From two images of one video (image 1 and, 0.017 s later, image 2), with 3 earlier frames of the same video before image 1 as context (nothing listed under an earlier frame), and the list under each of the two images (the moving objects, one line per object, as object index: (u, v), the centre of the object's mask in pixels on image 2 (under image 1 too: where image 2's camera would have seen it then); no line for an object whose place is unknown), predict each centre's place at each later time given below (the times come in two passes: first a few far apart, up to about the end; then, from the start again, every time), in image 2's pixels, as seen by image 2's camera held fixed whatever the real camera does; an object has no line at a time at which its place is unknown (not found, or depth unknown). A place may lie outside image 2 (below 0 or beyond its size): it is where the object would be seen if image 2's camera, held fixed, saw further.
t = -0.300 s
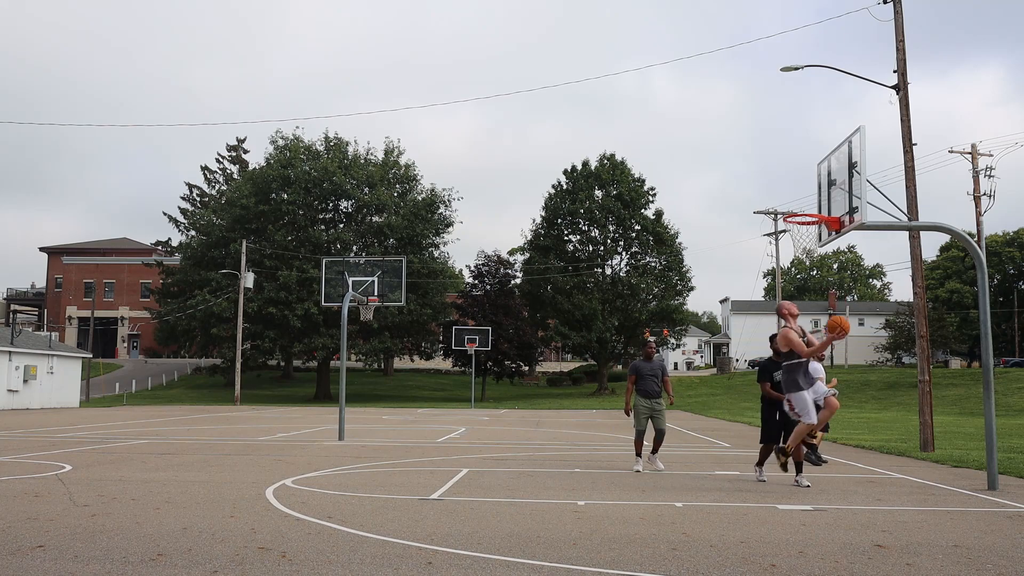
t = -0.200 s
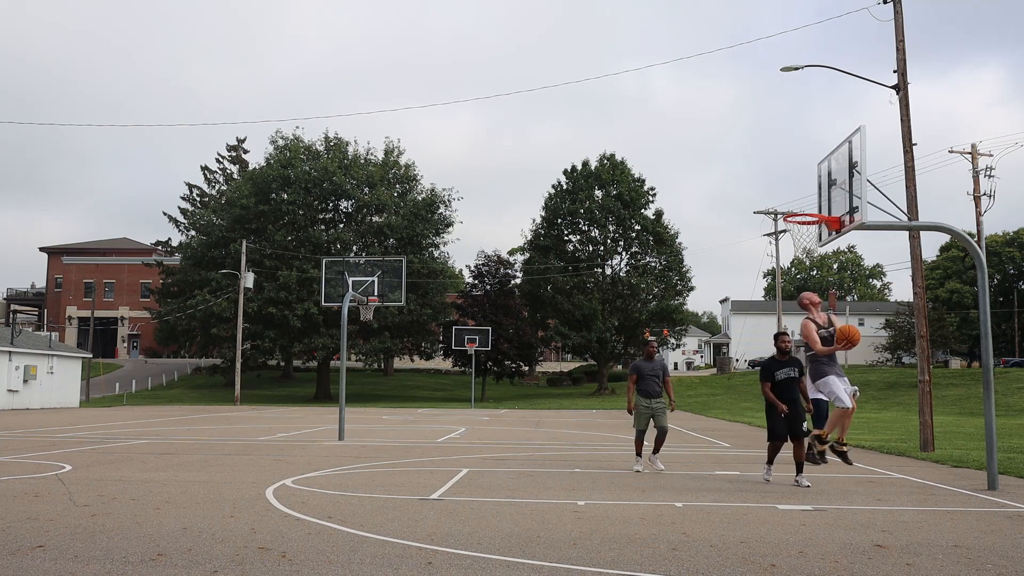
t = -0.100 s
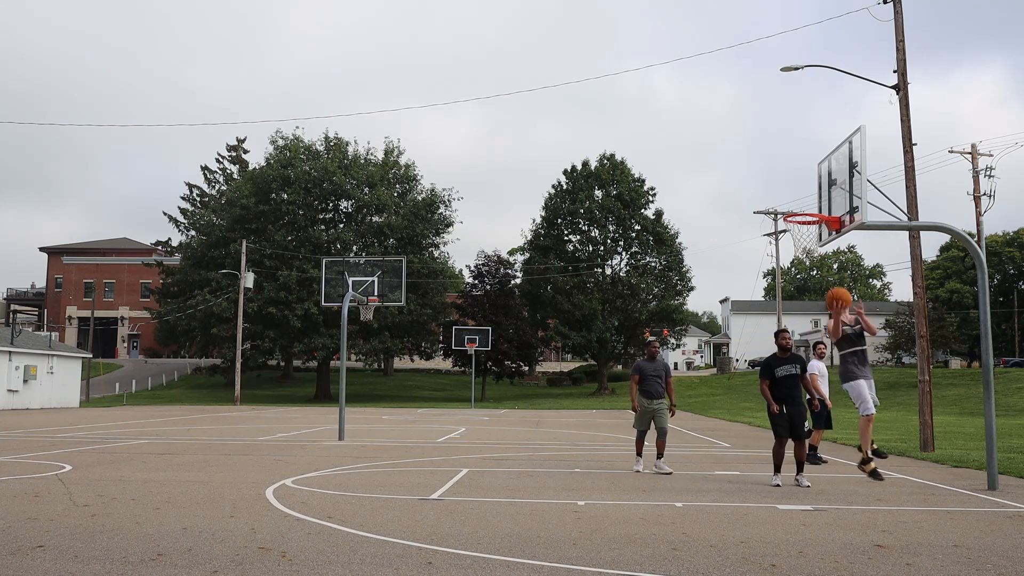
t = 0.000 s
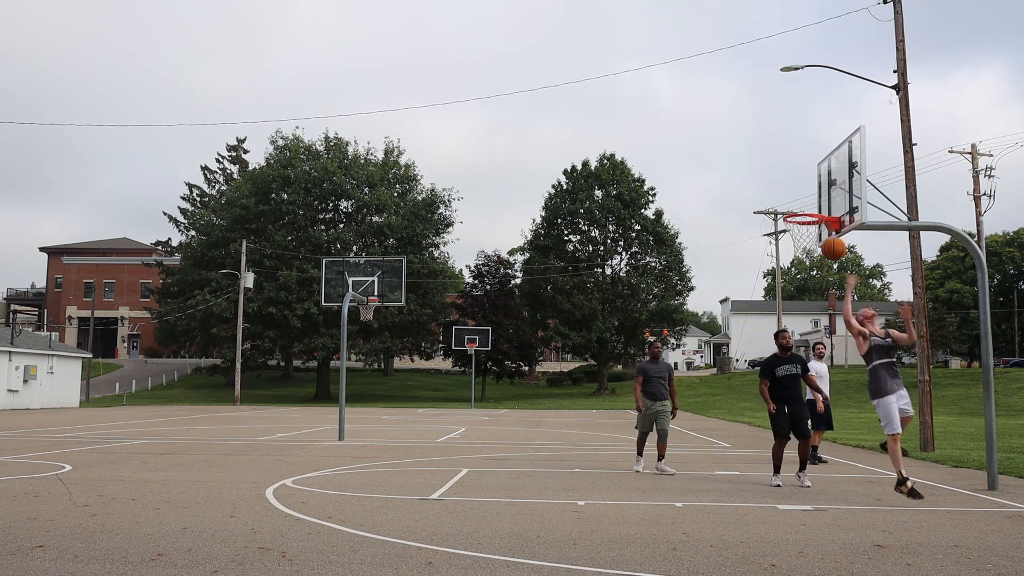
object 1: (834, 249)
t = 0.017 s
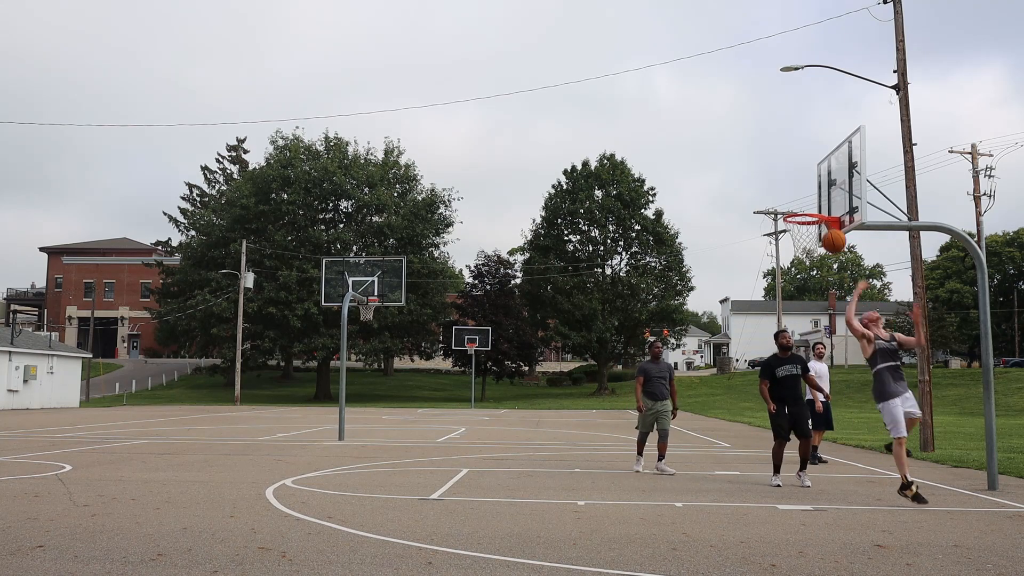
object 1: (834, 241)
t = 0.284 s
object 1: (839, 166)
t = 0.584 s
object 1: (827, 176)
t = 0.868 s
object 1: (799, 217)
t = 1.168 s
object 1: (813, 206)
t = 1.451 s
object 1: (804, 219)
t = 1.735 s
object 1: (791, 245)
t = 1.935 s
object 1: (799, 280)
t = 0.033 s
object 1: (834, 234)
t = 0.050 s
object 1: (834, 227)
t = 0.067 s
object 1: (835, 221)
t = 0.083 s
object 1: (835, 215)
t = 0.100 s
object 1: (835, 209)
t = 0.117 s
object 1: (836, 204)
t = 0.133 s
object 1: (836, 199)
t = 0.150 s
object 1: (836, 194)
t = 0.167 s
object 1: (837, 190)
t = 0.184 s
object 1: (837, 185)
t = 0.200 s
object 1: (838, 181)
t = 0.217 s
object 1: (838, 178)
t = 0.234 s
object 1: (838, 174)
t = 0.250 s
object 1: (839, 171)
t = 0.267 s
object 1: (839, 169)
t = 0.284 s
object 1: (839, 166)
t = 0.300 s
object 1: (840, 164)
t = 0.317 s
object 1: (840, 161)
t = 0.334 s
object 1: (840, 160)
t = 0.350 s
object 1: (841, 158)
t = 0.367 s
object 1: (841, 157)
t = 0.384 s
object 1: (841, 156)
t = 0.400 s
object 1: (842, 155)
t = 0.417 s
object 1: (842, 154)
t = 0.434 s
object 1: (841, 155)
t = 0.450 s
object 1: (840, 157)
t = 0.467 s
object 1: (838, 158)
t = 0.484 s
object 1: (837, 160)
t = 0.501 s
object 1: (835, 162)
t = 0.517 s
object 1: (833, 165)
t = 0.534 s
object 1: (832, 167)
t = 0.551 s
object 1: (830, 170)
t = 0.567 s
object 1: (829, 173)
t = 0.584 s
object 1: (827, 176)
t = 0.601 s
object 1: (826, 180)
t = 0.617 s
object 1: (824, 184)
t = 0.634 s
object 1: (823, 187)
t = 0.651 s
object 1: (821, 192)
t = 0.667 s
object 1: (819, 196)
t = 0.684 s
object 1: (818, 200)
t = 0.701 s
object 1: (817, 205)
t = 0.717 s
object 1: (816, 206)
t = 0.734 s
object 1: (814, 207)
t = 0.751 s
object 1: (812, 207)
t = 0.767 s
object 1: (810, 207)
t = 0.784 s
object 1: (808, 208)
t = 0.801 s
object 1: (806, 208)
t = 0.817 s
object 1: (805, 211)
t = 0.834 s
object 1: (804, 215)
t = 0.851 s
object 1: (801, 217)
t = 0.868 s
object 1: (799, 217)
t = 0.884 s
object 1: (798, 214)
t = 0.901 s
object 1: (798, 214)
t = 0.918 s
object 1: (797, 213)
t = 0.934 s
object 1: (796, 212)
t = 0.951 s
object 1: (795, 211)
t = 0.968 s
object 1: (795, 211)
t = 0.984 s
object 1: (797, 210)
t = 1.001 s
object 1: (798, 207)
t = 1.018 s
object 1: (800, 207)
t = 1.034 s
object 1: (802, 206)
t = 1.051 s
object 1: (804, 206)
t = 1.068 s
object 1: (806, 206)
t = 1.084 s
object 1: (808, 206)
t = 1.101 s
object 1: (810, 206)
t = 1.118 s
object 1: (811, 206)
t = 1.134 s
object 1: (812, 206)
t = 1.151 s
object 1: (812, 206)
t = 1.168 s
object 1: (813, 206)
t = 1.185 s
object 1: (813, 206)
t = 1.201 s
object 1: (814, 206)
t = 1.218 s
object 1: (814, 206)
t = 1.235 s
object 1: (815, 206)
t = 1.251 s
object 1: (815, 207)
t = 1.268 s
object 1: (816, 207)
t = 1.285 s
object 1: (817, 208)
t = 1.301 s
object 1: (817, 208)
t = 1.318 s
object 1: (815, 208)
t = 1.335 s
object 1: (814, 208)
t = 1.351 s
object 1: (813, 208)
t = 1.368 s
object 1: (811, 209)
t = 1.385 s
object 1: (810, 209)
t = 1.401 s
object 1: (809, 210)
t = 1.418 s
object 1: (808, 210)
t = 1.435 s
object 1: (806, 218)
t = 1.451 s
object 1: (804, 219)
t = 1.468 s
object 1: (803, 222)
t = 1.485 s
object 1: (802, 223)
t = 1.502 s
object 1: (800, 224)
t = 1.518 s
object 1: (799, 225)
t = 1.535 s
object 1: (798, 226)
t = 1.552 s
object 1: (796, 228)
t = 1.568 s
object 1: (795, 231)
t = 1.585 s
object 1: (793, 232)
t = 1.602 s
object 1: (792, 235)
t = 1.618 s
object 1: (791, 237)
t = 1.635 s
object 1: (791, 238)
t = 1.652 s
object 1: (790, 240)
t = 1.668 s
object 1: (790, 240)
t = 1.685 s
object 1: (790, 242)
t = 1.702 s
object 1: (790, 243)
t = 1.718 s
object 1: (791, 244)
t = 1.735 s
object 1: (791, 245)
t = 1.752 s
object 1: (792, 247)
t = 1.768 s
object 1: (793, 249)
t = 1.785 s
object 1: (793, 251)
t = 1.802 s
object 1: (794, 253)
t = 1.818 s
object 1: (795, 255)
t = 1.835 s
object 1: (795, 258)
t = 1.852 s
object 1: (796, 261)
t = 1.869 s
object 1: (797, 264)
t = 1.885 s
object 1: (797, 268)
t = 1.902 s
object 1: (798, 271)
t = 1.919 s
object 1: (799, 275)
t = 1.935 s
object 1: (799, 280)
